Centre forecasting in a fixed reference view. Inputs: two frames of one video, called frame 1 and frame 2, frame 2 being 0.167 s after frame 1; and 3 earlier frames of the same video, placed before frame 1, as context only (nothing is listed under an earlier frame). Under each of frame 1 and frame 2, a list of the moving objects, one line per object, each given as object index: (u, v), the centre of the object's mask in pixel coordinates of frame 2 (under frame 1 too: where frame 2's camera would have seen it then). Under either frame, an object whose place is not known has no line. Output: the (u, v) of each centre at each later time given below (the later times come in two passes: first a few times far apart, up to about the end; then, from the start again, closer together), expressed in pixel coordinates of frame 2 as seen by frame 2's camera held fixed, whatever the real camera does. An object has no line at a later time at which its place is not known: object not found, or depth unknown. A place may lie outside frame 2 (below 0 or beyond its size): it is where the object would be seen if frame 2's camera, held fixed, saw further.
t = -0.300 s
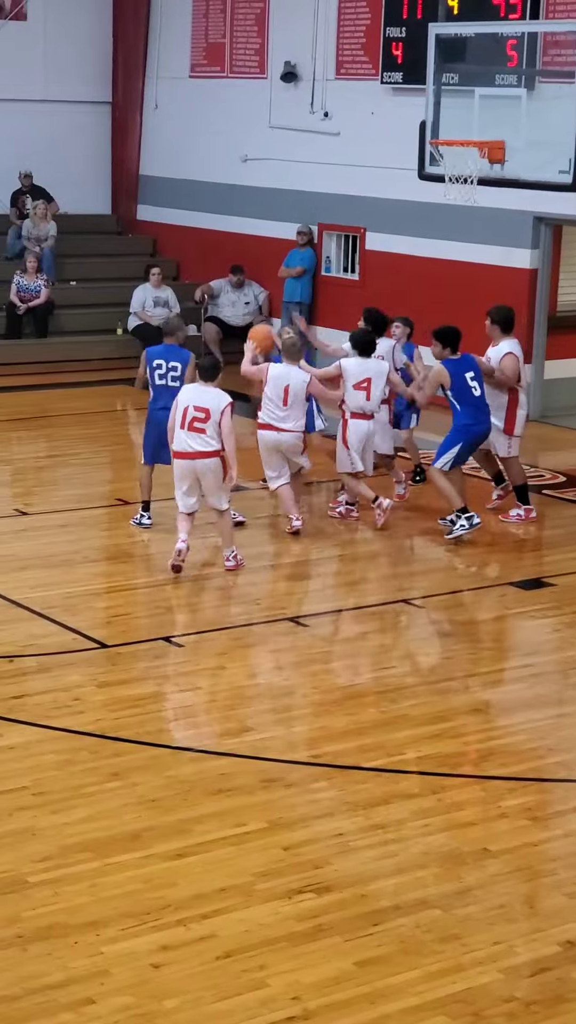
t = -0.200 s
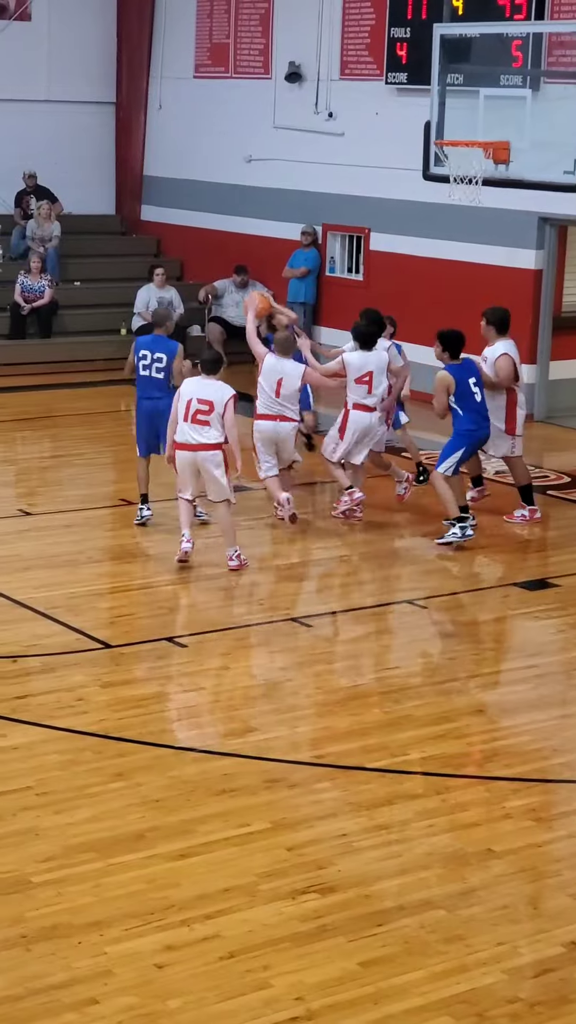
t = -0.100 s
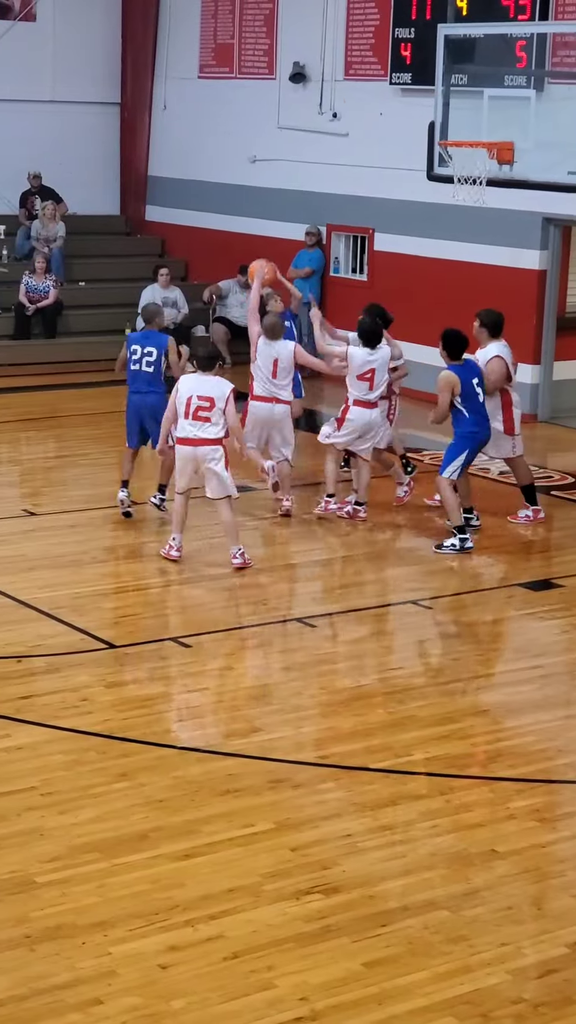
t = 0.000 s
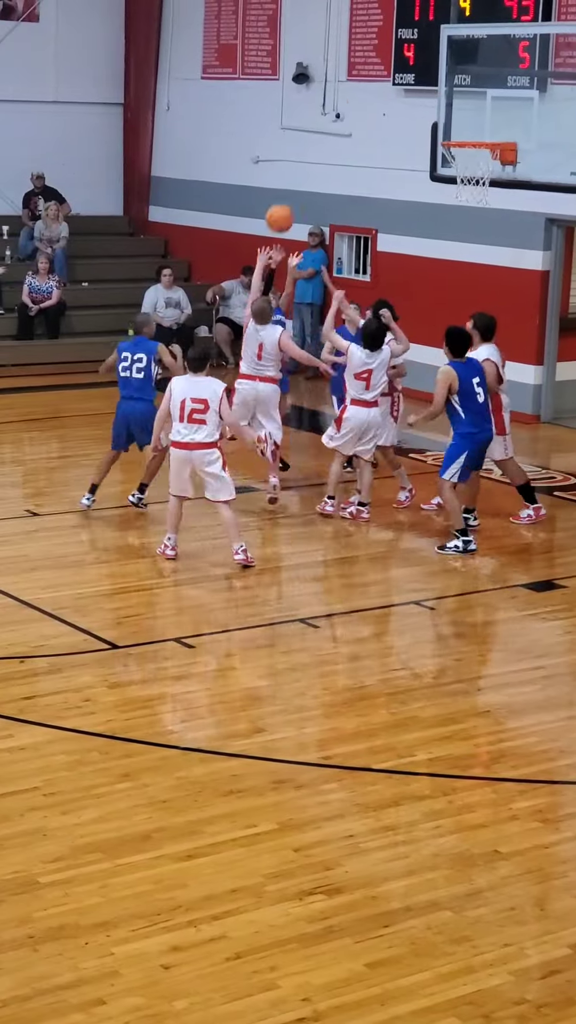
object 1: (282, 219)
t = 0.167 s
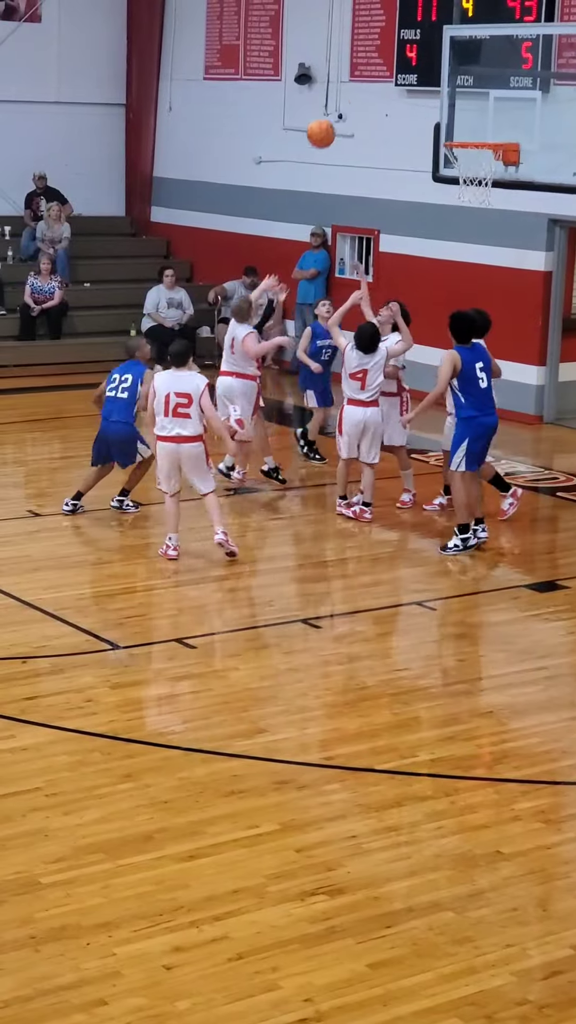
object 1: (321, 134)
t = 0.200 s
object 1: (329, 120)
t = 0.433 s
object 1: (384, 59)
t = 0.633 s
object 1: (431, 59)
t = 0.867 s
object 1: (486, 122)
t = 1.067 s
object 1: (518, 118)
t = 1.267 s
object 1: (545, 149)
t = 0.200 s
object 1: (329, 120)
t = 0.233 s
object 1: (337, 108)
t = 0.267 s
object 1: (345, 96)
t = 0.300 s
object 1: (353, 86)
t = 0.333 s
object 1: (361, 77)
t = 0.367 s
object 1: (369, 70)
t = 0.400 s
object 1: (376, 64)
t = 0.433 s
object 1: (384, 59)
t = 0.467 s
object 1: (392, 56)
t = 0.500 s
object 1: (399, 54)
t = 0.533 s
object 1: (408, 54)
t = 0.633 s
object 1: (431, 59)
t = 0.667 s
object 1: (440, 64)
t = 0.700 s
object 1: (447, 70)
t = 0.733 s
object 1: (455, 77)
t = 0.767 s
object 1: (463, 86)
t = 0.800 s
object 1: (471, 97)
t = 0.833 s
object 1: (479, 108)
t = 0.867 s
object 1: (486, 122)
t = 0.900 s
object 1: (493, 131)
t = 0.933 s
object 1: (498, 126)
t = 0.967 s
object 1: (503, 122)
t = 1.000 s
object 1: (508, 119)
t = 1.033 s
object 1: (513, 118)
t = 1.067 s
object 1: (518, 118)
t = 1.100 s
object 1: (523, 120)
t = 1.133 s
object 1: (528, 123)
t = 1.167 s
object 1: (532, 127)
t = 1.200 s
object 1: (537, 133)
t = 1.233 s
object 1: (541, 140)
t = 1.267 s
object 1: (545, 149)
